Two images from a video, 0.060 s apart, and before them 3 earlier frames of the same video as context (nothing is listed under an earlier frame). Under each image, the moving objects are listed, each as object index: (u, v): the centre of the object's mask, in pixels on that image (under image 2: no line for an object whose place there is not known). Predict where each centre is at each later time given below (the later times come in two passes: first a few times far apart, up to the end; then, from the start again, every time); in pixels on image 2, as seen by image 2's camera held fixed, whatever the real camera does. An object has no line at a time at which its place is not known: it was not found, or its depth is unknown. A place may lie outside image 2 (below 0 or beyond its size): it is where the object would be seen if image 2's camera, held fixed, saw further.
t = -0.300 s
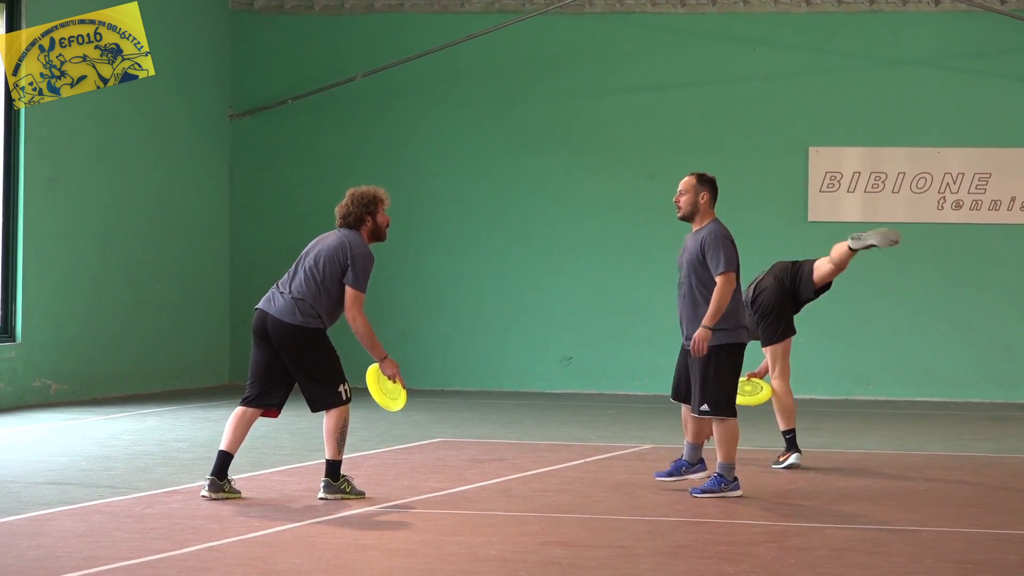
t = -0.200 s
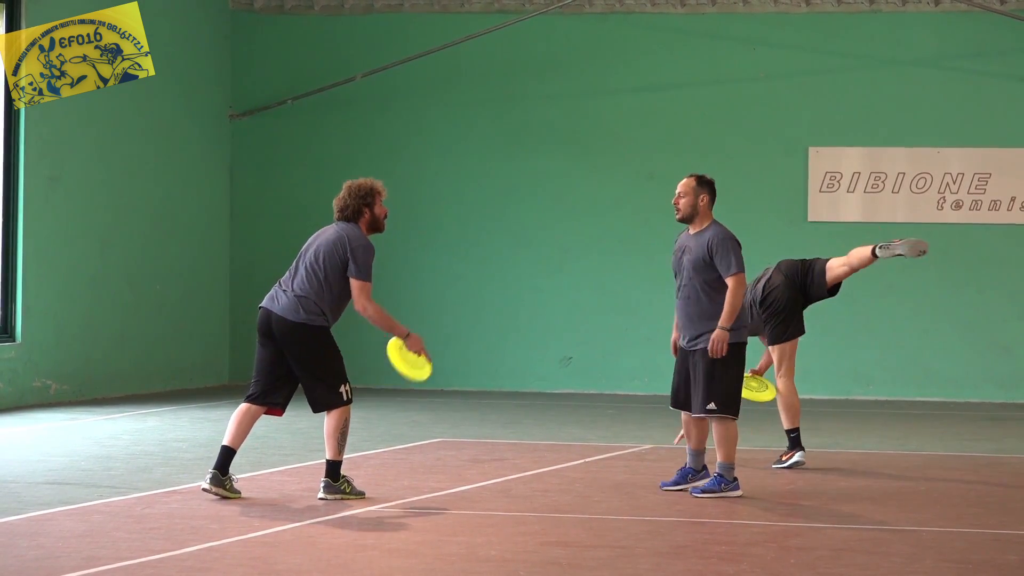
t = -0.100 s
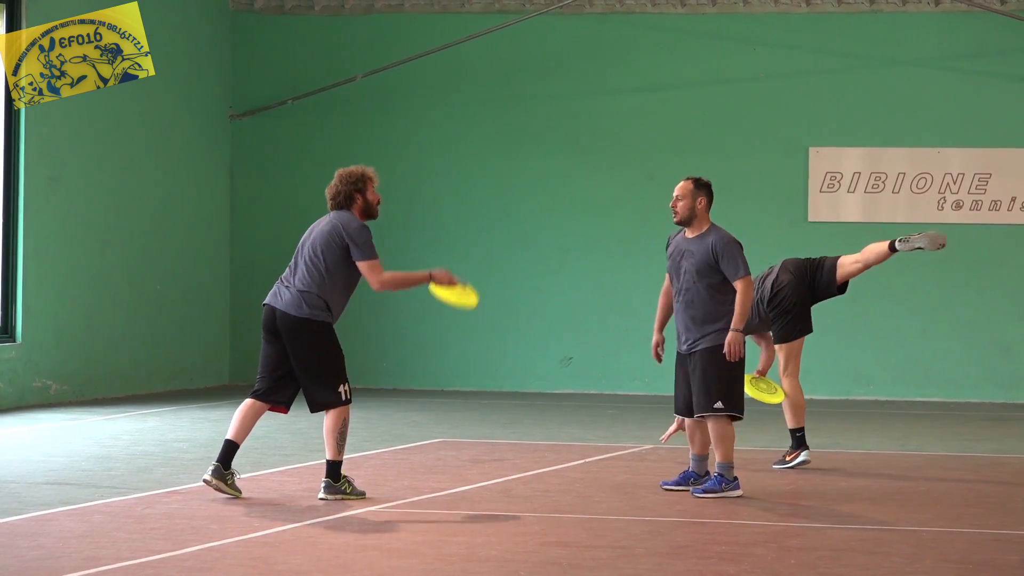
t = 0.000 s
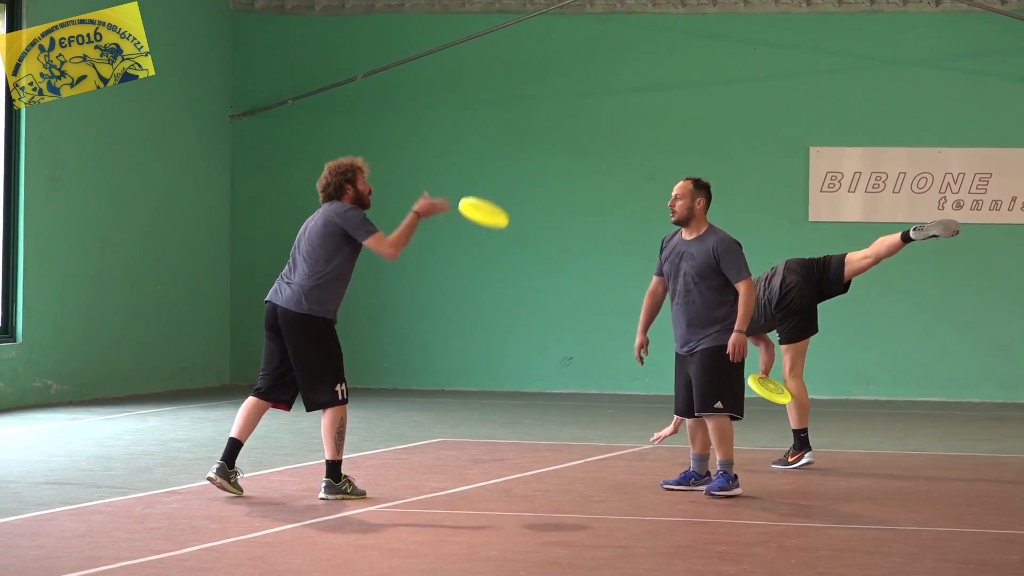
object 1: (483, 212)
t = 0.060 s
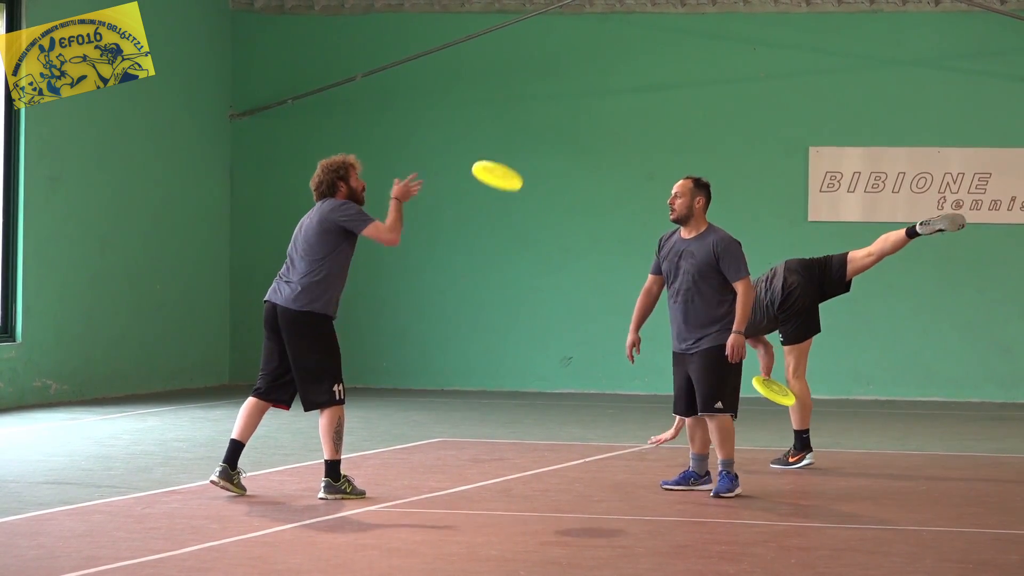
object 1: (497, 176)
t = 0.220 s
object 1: (533, 115)
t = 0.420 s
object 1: (576, 107)
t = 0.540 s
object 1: (603, 136)
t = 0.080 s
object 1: (502, 165)
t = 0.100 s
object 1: (506, 156)
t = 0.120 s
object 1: (511, 147)
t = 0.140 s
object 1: (515, 139)
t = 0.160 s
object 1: (520, 131)
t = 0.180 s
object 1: (524, 125)
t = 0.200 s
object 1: (529, 120)
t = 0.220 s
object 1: (533, 115)
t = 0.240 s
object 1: (537, 110)
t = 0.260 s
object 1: (542, 107)
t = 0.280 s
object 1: (546, 104)
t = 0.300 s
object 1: (550, 102)
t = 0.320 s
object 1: (554, 101)
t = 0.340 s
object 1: (559, 101)
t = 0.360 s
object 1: (563, 101)
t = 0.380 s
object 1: (568, 103)
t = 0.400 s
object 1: (572, 105)
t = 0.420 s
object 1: (576, 107)
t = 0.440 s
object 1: (581, 110)
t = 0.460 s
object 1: (585, 114)
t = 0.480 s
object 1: (589, 119)
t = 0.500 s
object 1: (594, 124)
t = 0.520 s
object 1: (598, 130)
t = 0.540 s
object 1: (603, 136)
